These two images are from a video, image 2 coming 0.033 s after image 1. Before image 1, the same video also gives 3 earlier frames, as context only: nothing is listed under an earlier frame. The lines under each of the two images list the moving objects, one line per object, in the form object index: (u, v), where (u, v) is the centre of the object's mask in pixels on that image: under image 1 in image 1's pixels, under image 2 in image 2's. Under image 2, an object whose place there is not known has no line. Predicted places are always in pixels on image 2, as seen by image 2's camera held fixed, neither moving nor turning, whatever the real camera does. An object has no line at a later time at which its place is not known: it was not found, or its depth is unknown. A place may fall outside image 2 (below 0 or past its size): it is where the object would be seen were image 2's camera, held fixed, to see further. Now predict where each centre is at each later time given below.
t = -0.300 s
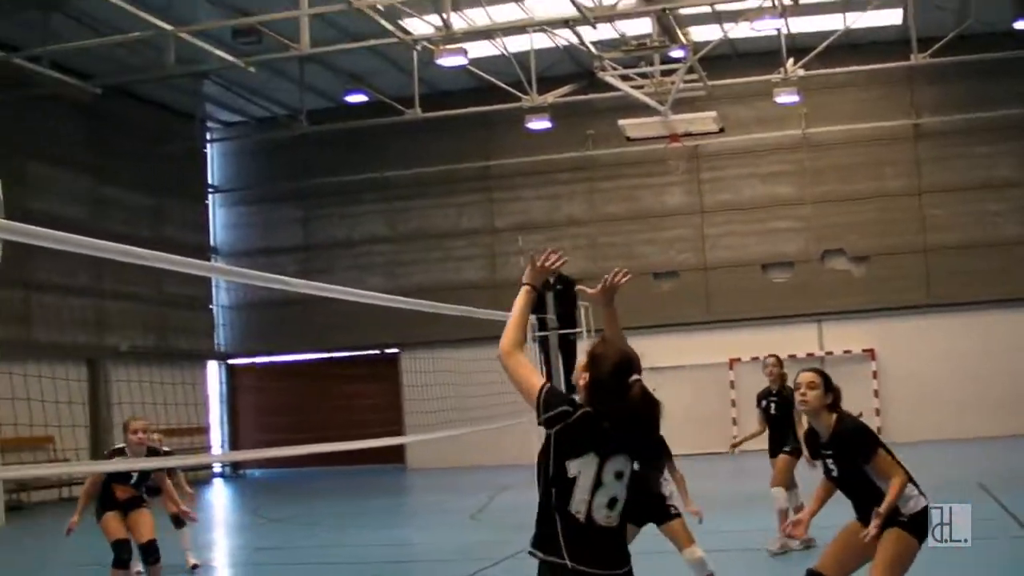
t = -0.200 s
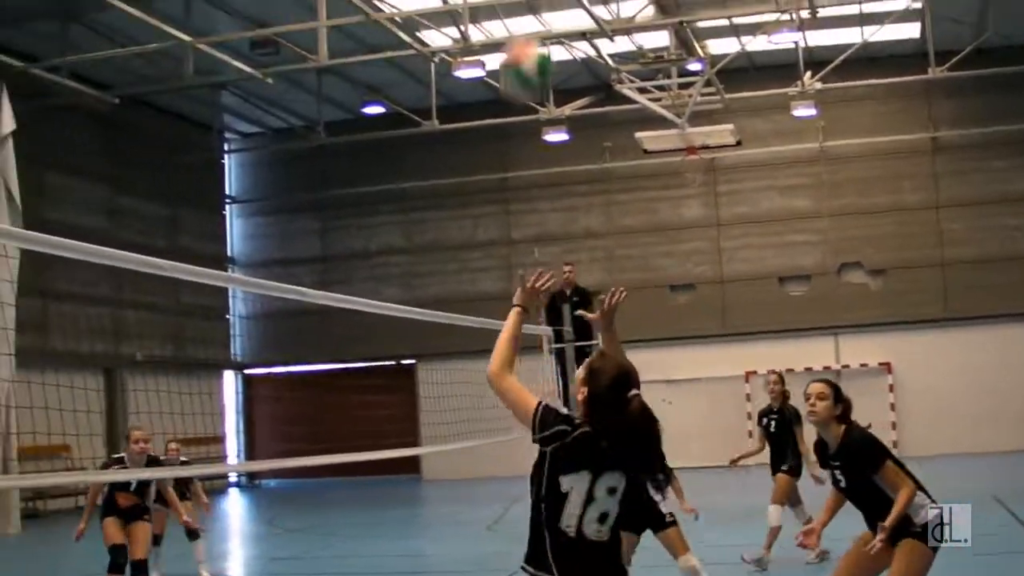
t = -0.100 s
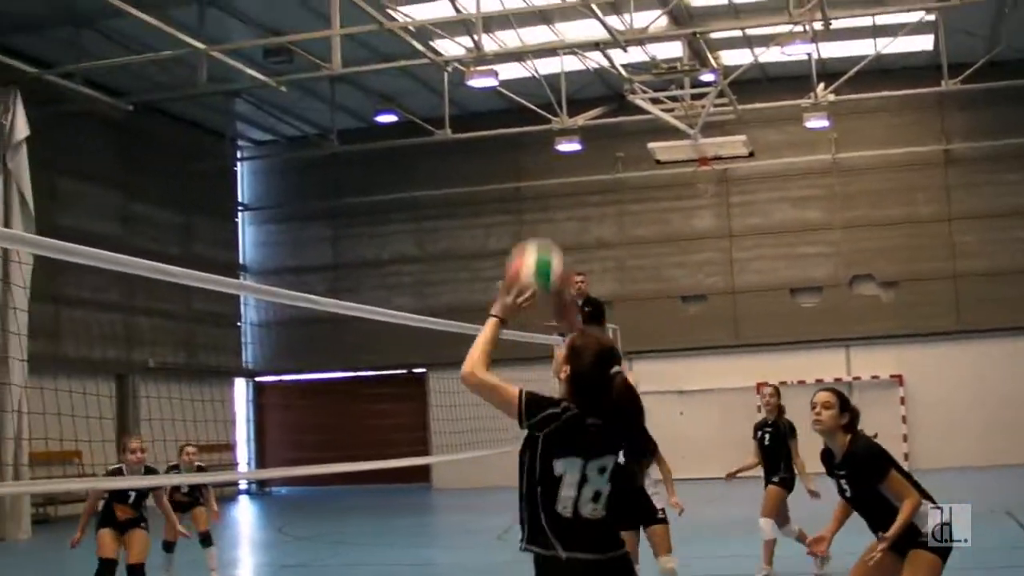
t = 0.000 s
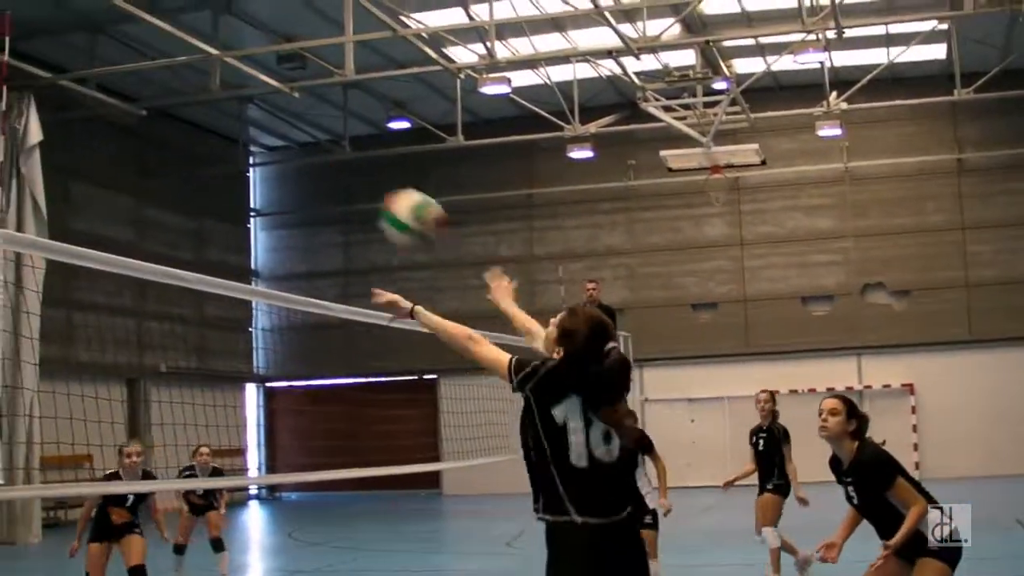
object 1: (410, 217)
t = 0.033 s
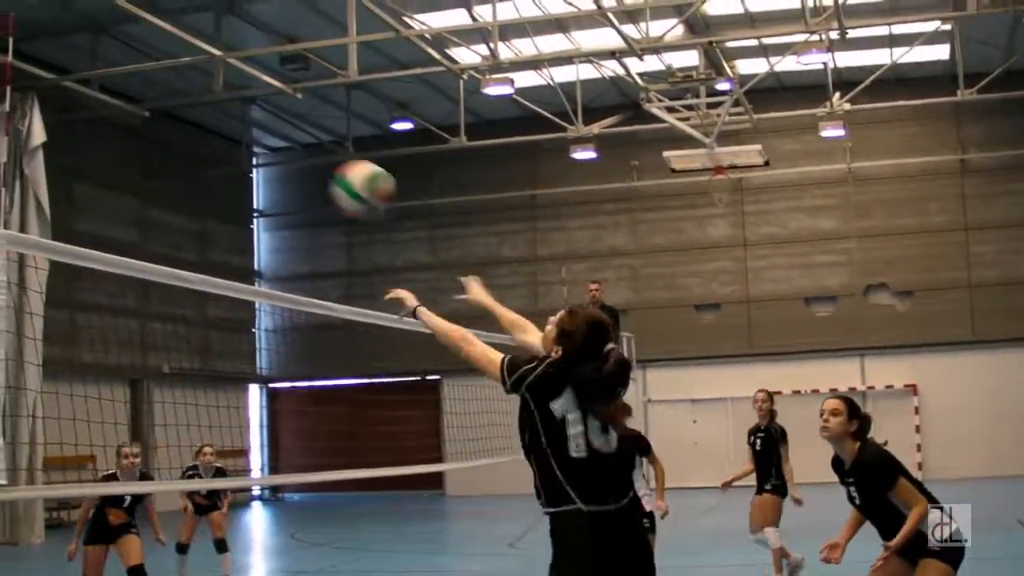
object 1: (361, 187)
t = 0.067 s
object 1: (314, 162)
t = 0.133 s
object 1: (226, 130)
